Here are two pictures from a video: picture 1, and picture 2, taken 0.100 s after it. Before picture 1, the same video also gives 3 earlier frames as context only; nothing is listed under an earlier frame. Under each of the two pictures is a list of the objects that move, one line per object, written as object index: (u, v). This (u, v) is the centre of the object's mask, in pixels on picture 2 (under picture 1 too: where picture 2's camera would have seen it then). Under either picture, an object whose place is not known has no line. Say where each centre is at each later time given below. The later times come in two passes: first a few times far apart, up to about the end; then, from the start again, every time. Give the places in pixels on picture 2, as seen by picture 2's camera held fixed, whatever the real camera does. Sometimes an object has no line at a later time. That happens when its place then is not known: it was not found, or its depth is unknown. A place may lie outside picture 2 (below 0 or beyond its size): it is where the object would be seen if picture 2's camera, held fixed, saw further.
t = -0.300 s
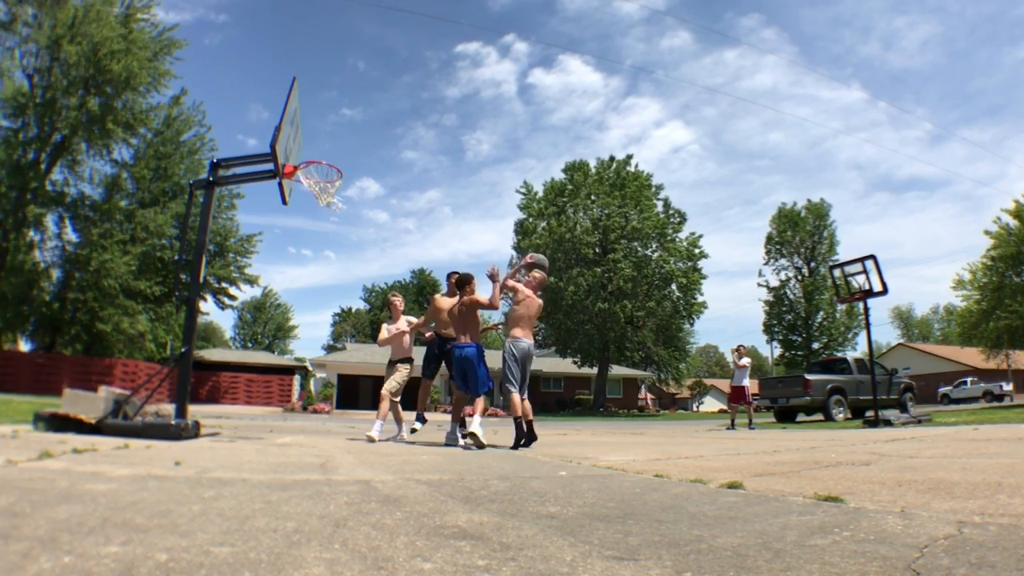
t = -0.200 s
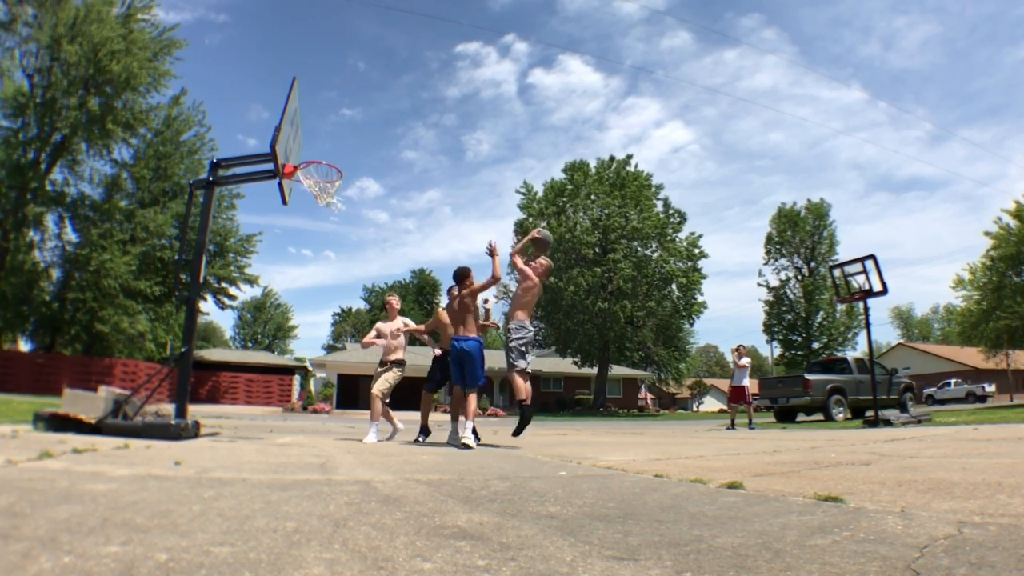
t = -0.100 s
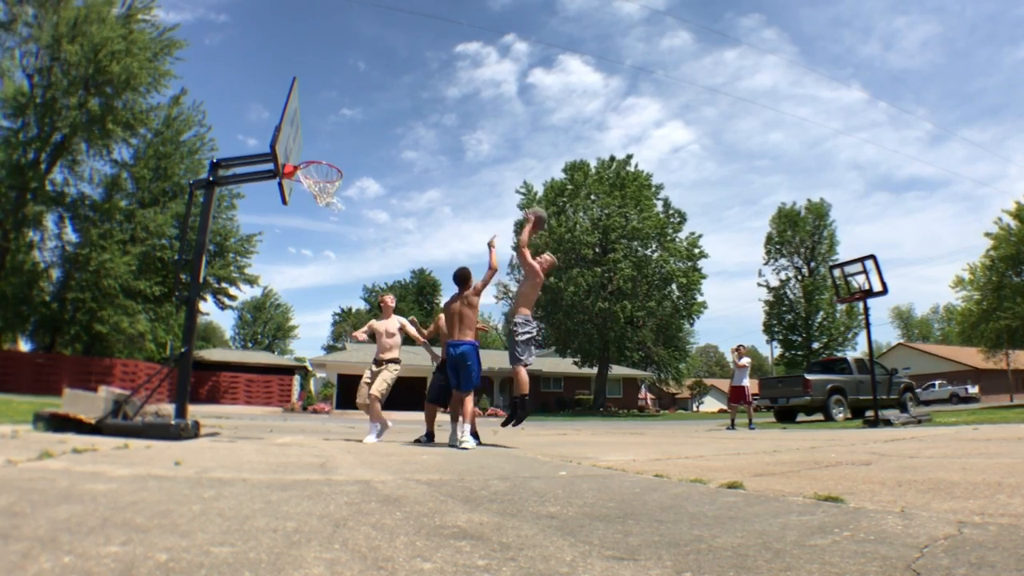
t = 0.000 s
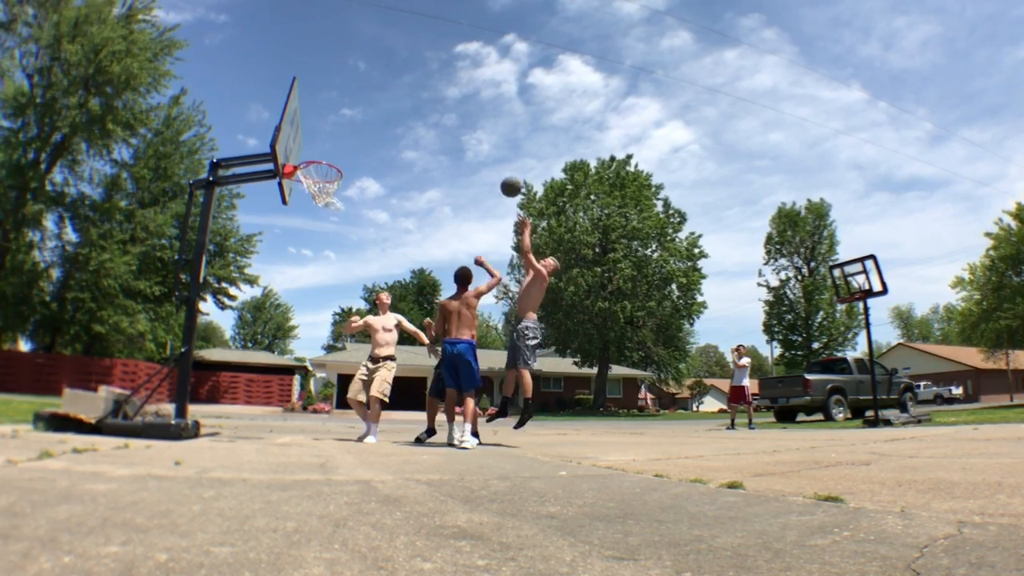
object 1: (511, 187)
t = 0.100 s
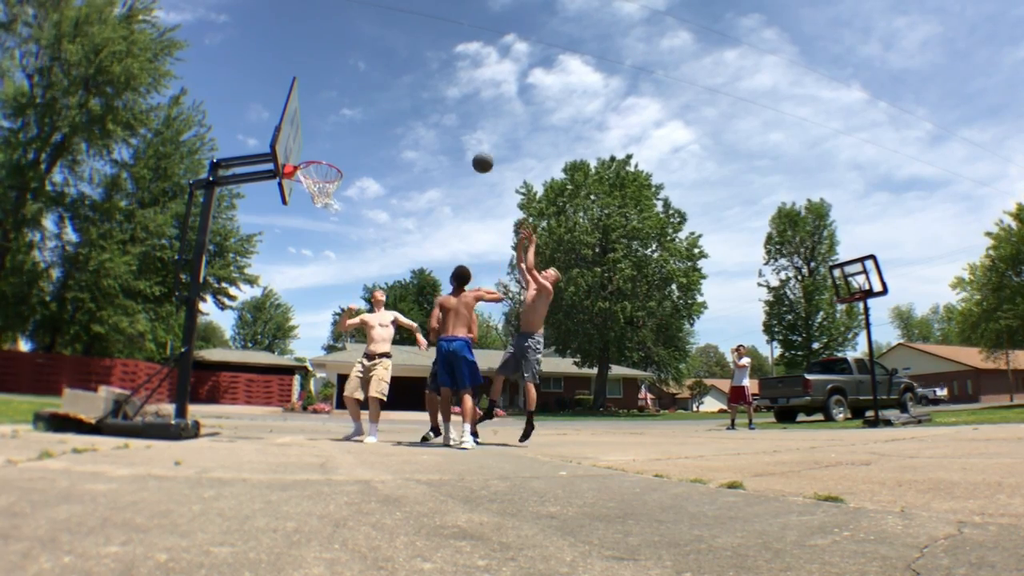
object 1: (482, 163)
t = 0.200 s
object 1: (454, 147)
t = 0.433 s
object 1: (388, 140)
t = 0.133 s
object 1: (473, 157)
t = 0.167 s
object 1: (464, 151)
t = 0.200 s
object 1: (454, 147)
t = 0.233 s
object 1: (445, 144)
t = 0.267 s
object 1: (436, 141)
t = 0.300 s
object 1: (426, 139)
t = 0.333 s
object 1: (417, 138)
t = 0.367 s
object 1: (407, 137)
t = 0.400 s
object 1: (398, 138)
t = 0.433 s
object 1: (388, 140)
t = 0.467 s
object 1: (378, 141)
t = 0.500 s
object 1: (369, 145)
